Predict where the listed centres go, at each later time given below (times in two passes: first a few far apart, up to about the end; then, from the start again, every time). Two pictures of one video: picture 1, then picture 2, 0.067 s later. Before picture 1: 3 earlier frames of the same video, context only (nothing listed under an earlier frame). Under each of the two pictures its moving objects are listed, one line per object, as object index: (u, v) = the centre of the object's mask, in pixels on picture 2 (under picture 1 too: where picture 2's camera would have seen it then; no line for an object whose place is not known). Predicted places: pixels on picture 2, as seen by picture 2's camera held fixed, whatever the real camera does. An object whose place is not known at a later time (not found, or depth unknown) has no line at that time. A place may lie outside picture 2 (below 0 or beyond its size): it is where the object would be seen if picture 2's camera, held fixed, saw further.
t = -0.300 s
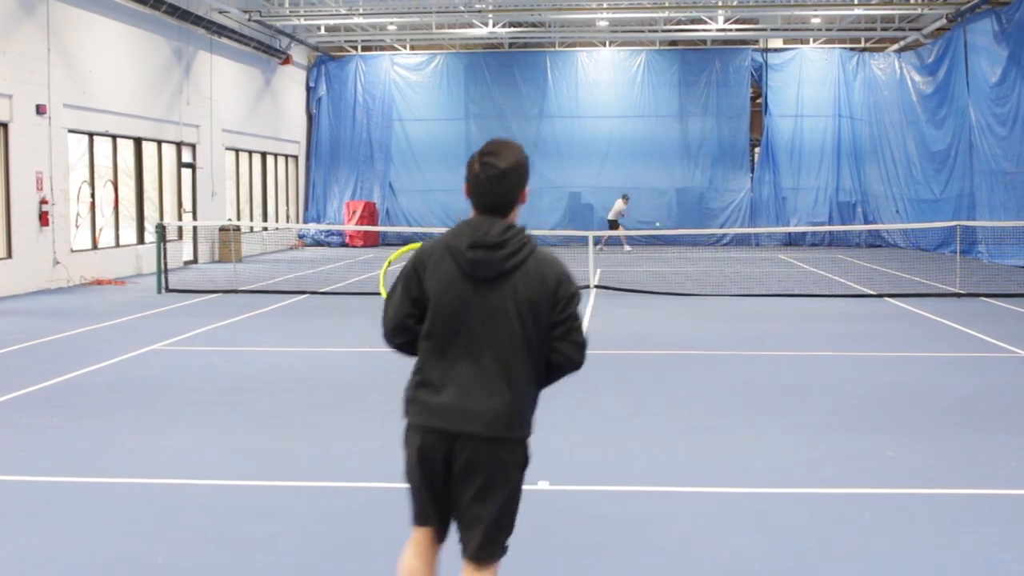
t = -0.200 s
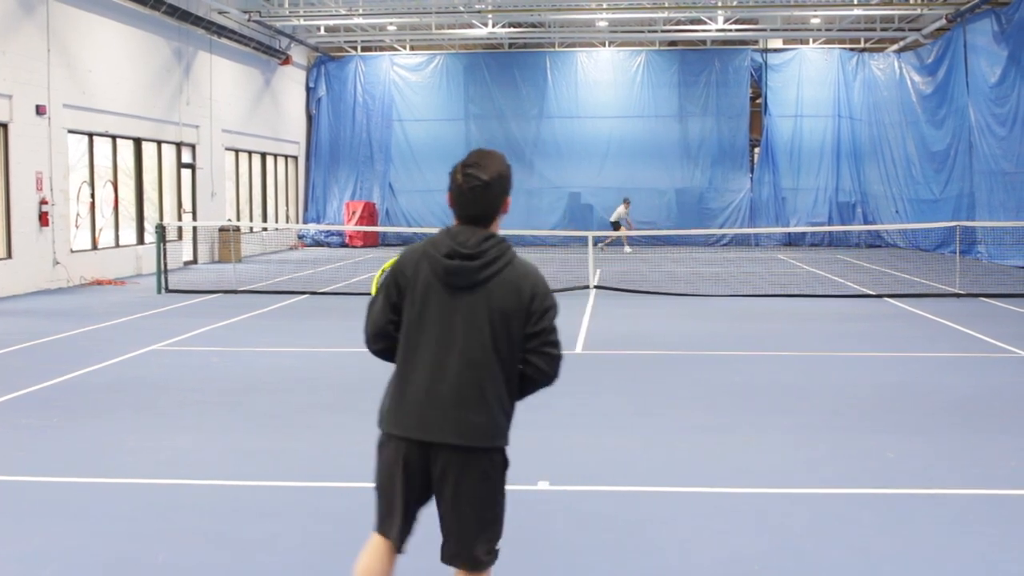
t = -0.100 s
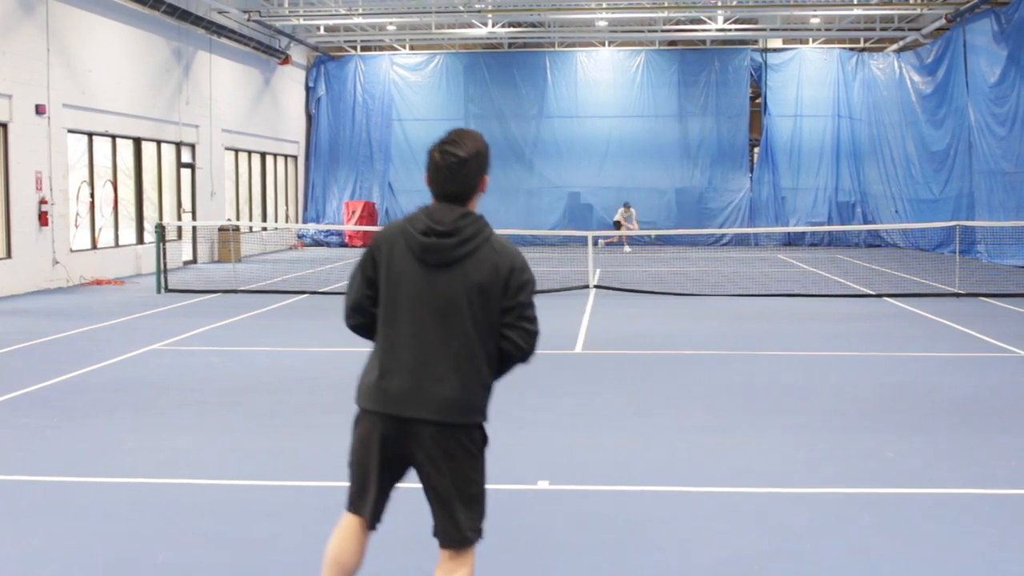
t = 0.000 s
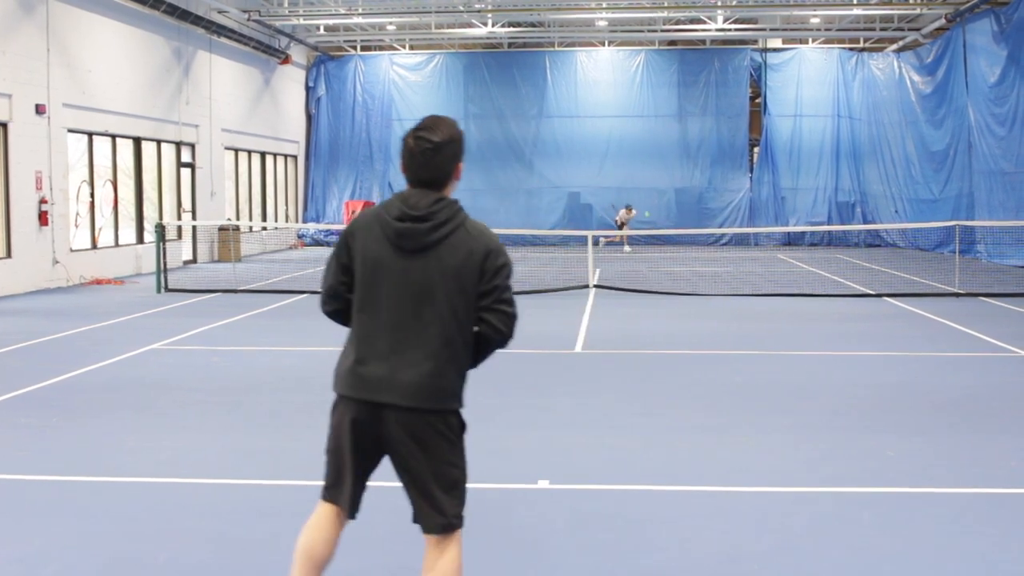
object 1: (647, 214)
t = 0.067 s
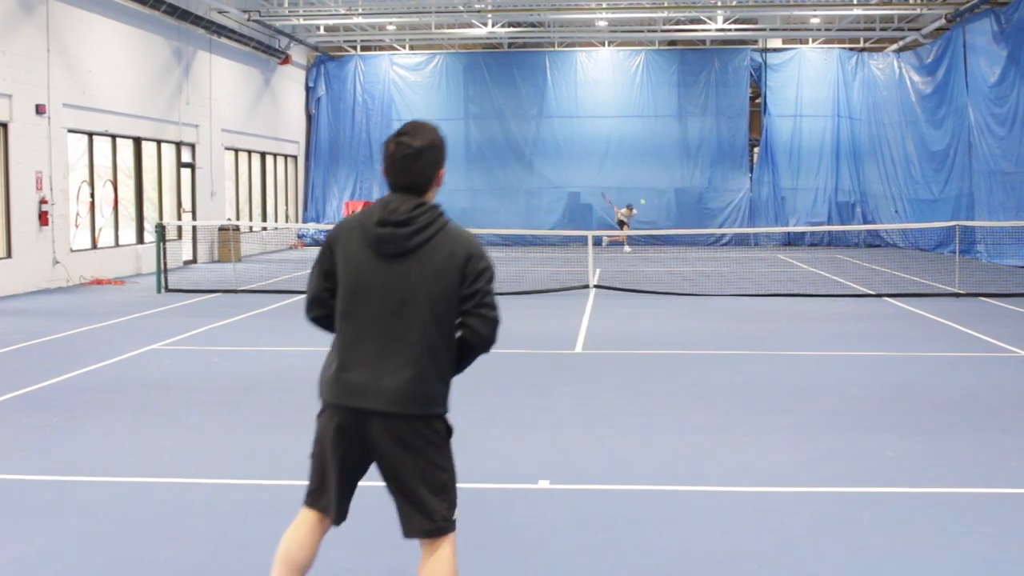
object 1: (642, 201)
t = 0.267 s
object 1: (626, 171)
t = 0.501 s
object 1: (598, 160)
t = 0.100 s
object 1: (640, 195)
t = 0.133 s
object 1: (637, 190)
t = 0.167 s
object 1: (635, 184)
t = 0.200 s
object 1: (633, 179)
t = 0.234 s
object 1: (629, 175)
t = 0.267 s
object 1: (626, 171)
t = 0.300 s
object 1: (623, 167)
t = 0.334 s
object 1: (620, 164)
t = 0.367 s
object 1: (616, 162)
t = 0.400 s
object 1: (612, 160)
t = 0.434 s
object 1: (608, 159)
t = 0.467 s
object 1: (603, 159)
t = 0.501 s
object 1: (598, 160)
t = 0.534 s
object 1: (593, 161)
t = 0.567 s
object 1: (587, 165)
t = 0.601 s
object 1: (581, 170)
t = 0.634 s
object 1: (574, 175)
